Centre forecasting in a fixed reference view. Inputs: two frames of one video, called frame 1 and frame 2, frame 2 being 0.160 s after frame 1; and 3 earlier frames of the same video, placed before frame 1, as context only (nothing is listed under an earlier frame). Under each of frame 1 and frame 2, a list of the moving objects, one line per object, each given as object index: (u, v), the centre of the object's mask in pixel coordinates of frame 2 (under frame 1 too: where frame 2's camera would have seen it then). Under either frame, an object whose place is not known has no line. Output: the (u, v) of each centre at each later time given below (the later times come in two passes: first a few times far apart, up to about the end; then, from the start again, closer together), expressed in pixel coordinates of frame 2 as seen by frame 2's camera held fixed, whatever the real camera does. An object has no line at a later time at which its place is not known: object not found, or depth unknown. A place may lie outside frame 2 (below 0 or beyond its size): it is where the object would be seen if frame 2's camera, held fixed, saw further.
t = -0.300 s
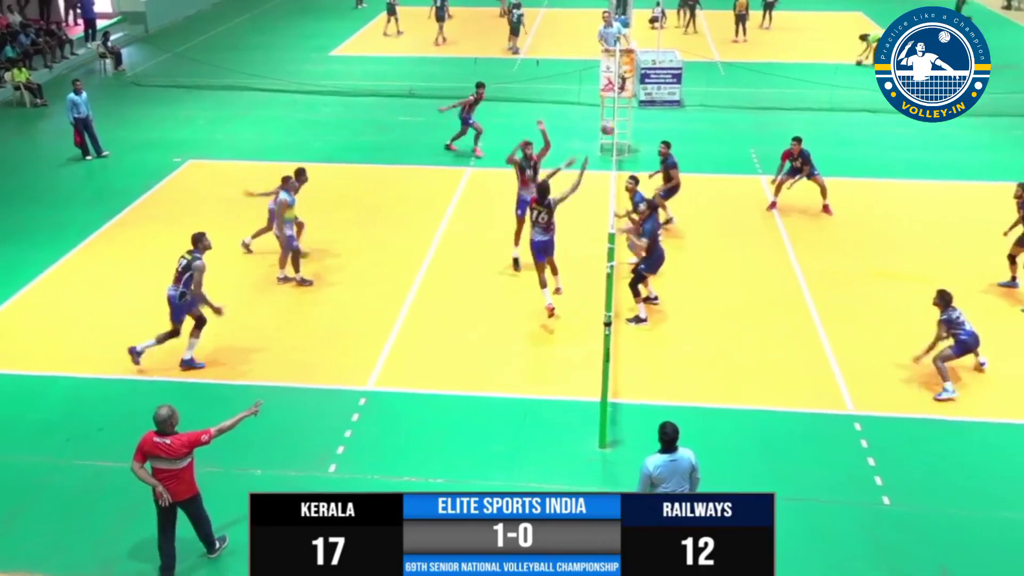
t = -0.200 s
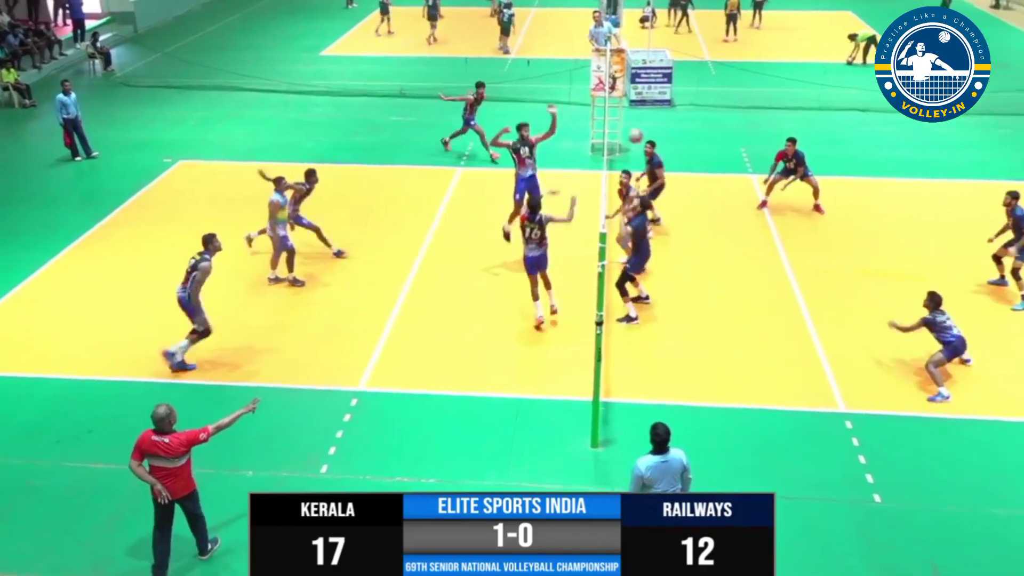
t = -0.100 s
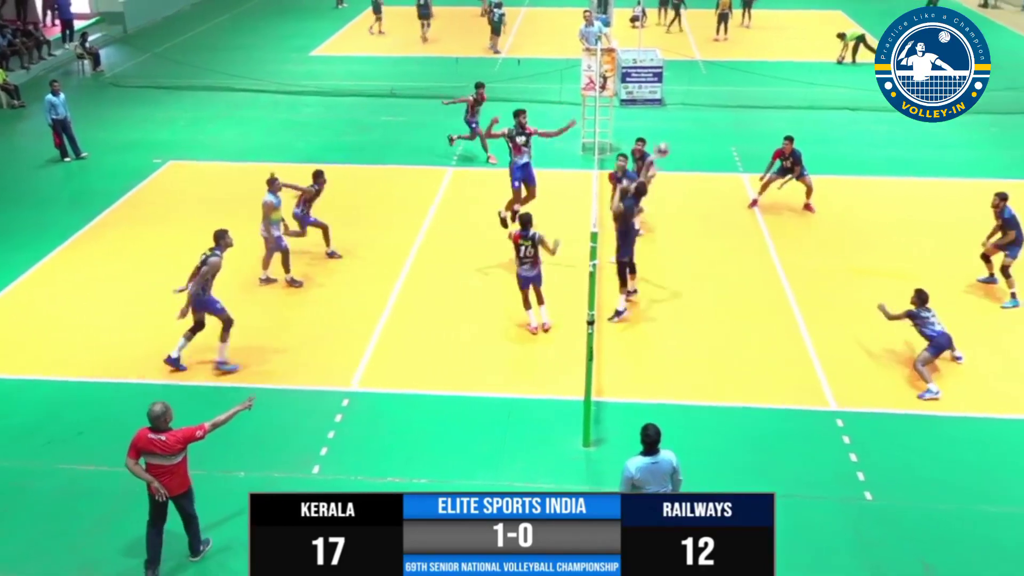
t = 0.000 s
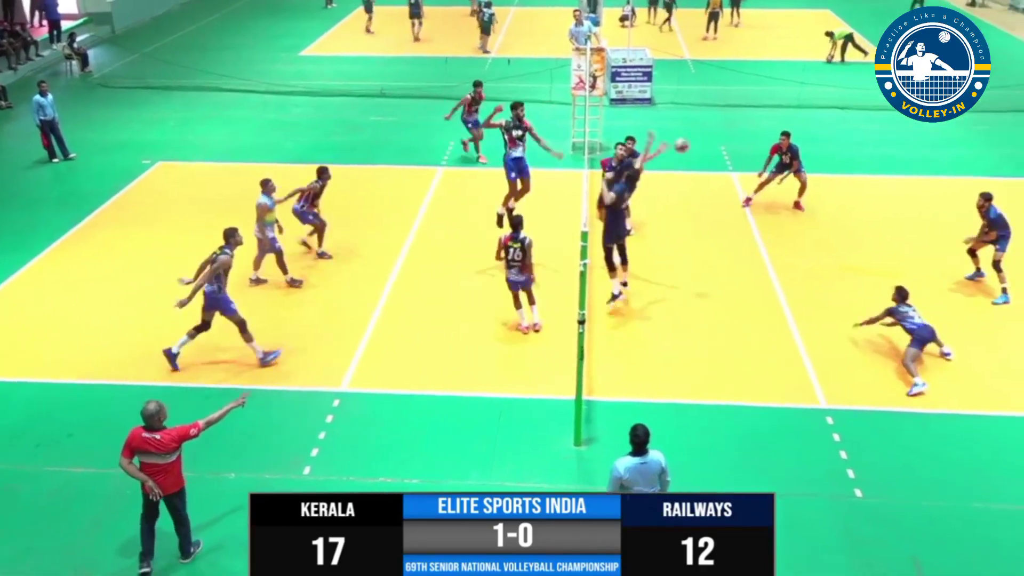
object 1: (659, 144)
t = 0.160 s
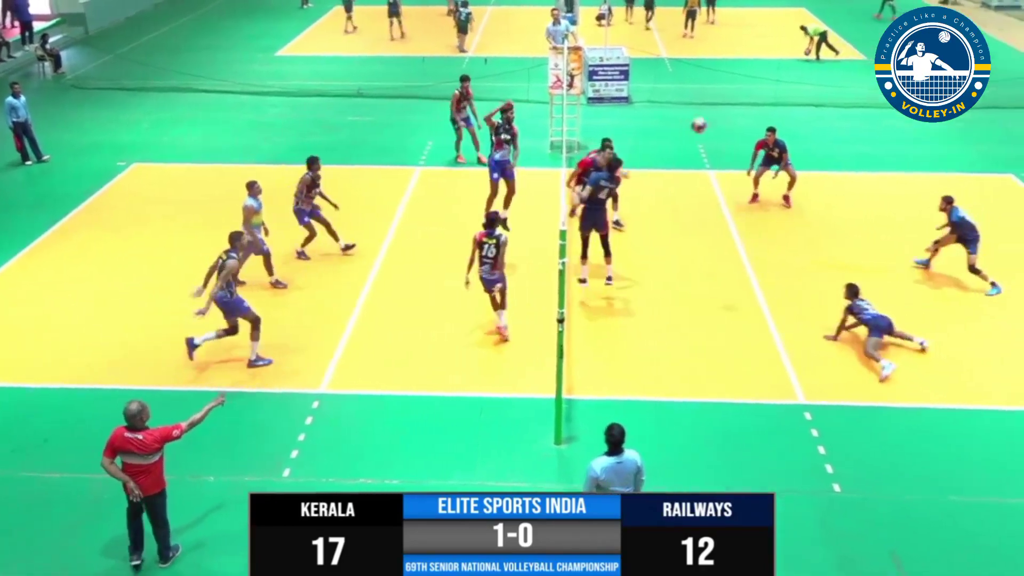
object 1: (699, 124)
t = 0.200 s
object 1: (708, 123)
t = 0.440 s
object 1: (770, 134)
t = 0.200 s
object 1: (708, 123)
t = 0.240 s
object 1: (719, 122)
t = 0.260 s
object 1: (724, 122)
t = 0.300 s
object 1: (735, 123)
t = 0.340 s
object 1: (745, 124)
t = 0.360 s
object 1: (750, 126)
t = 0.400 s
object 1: (760, 129)
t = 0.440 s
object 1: (770, 134)
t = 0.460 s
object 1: (775, 137)
